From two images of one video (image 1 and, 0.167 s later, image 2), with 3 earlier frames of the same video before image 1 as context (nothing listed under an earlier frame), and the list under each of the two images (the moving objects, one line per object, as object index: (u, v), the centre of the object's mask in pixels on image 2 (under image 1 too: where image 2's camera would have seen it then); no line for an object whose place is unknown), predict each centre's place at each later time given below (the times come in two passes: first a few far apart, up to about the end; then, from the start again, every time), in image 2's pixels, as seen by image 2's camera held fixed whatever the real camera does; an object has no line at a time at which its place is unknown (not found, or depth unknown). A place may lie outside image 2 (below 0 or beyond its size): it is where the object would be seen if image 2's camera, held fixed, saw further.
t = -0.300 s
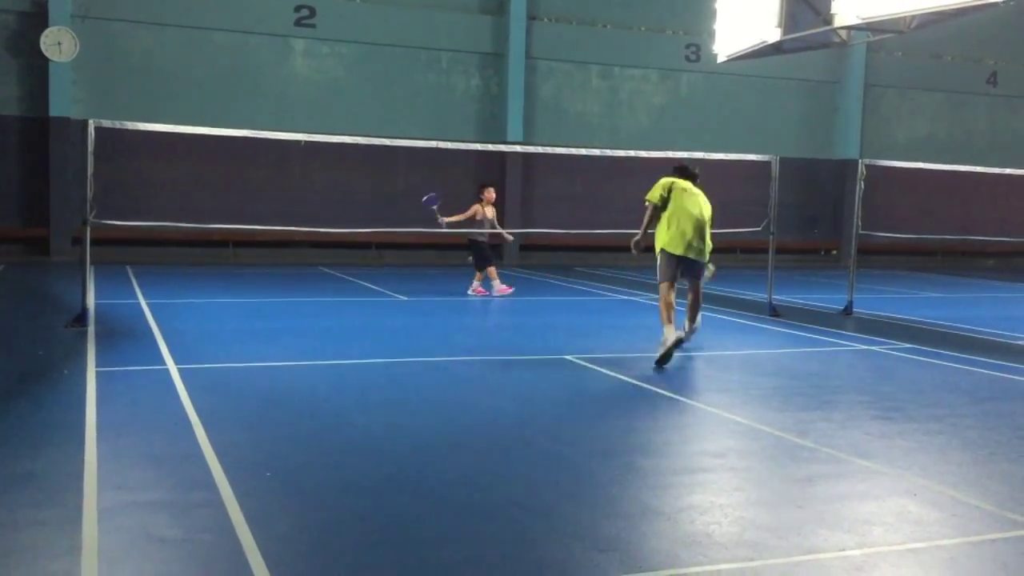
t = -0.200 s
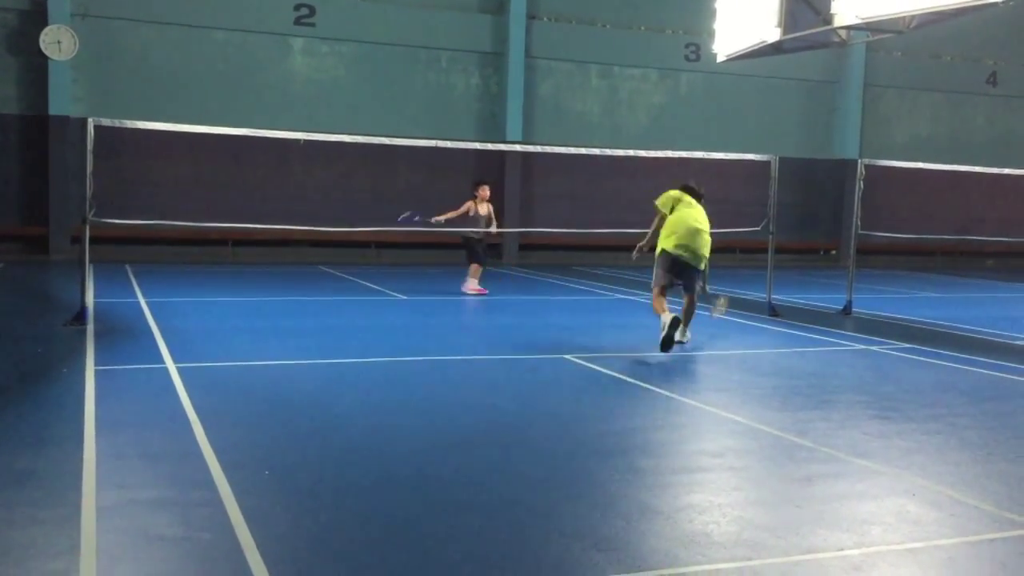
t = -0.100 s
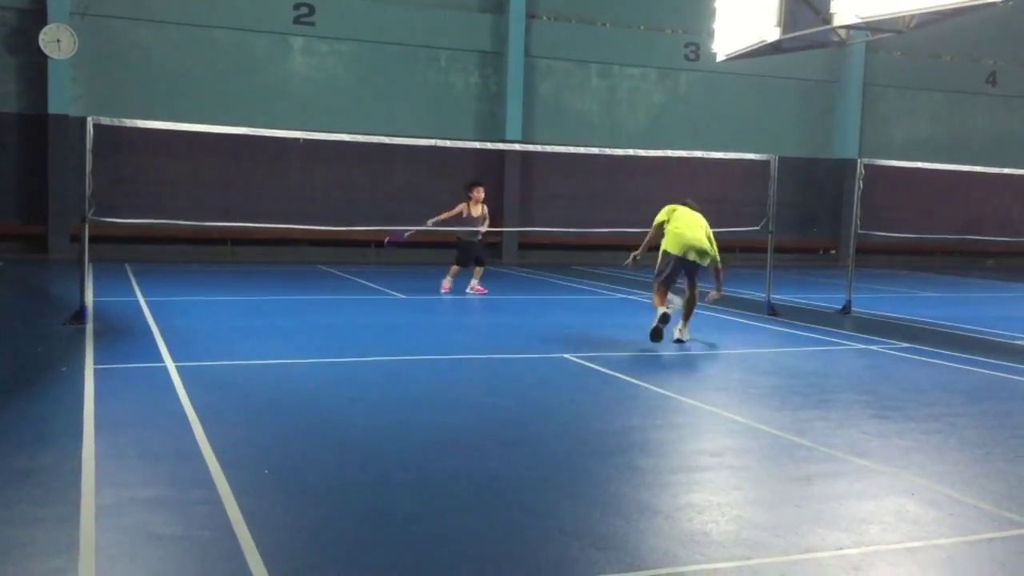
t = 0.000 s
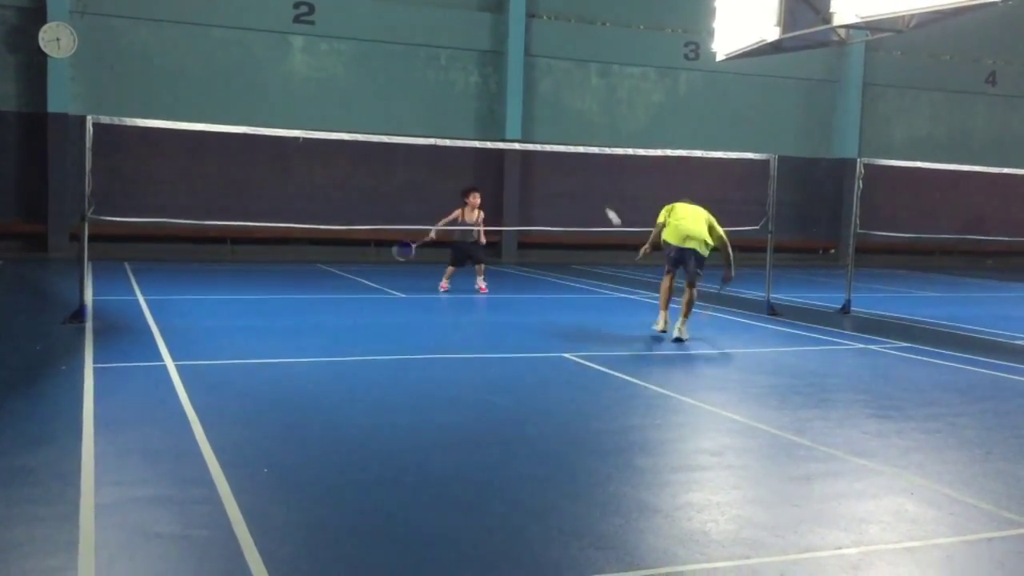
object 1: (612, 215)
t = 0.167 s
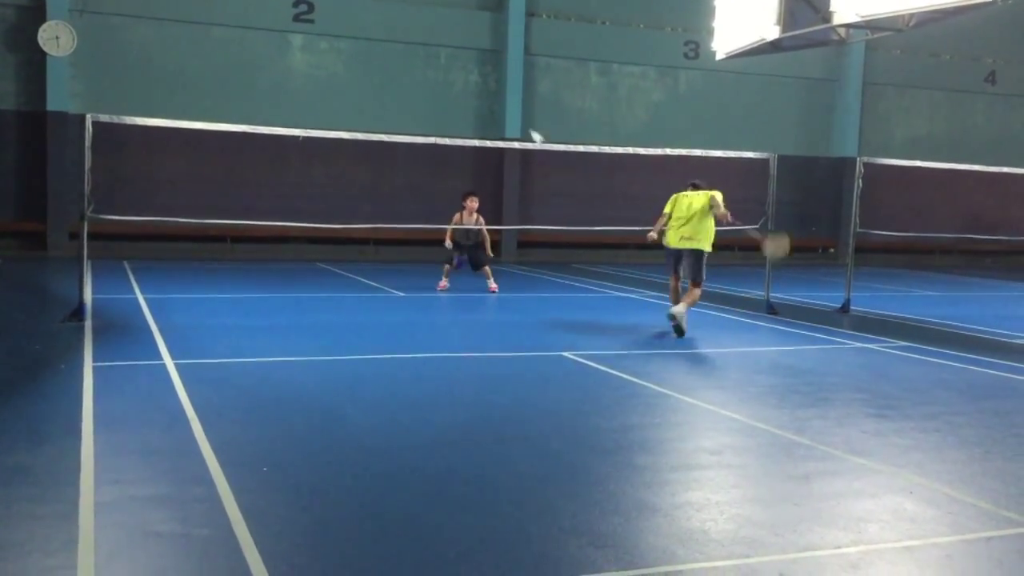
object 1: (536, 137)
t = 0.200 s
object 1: (523, 126)
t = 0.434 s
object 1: (440, 91)
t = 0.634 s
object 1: (376, 112)
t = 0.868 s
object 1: (315, 185)
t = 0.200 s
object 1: (523, 126)
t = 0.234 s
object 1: (511, 116)
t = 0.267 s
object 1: (498, 108)
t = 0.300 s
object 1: (486, 102)
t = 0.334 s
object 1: (475, 97)
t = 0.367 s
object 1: (463, 93)
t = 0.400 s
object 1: (451, 91)
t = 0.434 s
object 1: (440, 91)
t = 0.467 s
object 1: (429, 91)
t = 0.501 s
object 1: (418, 93)
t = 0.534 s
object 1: (407, 96)
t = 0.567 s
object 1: (397, 100)
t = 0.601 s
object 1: (386, 106)
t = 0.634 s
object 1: (376, 112)
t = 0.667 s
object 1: (367, 119)
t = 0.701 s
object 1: (357, 127)
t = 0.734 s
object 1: (347, 140)
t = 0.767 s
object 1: (339, 148)
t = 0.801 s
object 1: (331, 160)
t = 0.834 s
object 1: (322, 172)
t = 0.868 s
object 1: (315, 185)
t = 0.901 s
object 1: (307, 200)
